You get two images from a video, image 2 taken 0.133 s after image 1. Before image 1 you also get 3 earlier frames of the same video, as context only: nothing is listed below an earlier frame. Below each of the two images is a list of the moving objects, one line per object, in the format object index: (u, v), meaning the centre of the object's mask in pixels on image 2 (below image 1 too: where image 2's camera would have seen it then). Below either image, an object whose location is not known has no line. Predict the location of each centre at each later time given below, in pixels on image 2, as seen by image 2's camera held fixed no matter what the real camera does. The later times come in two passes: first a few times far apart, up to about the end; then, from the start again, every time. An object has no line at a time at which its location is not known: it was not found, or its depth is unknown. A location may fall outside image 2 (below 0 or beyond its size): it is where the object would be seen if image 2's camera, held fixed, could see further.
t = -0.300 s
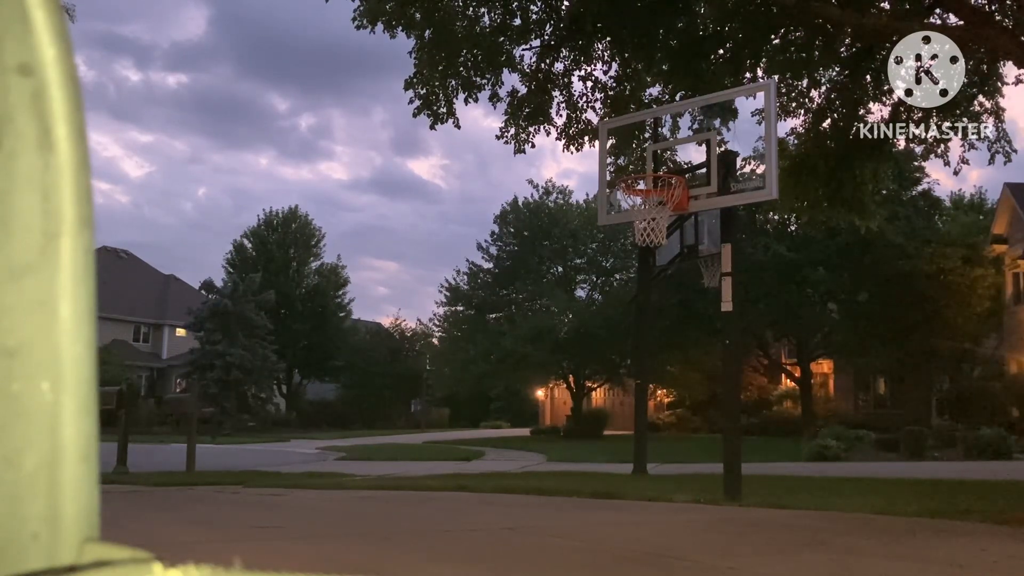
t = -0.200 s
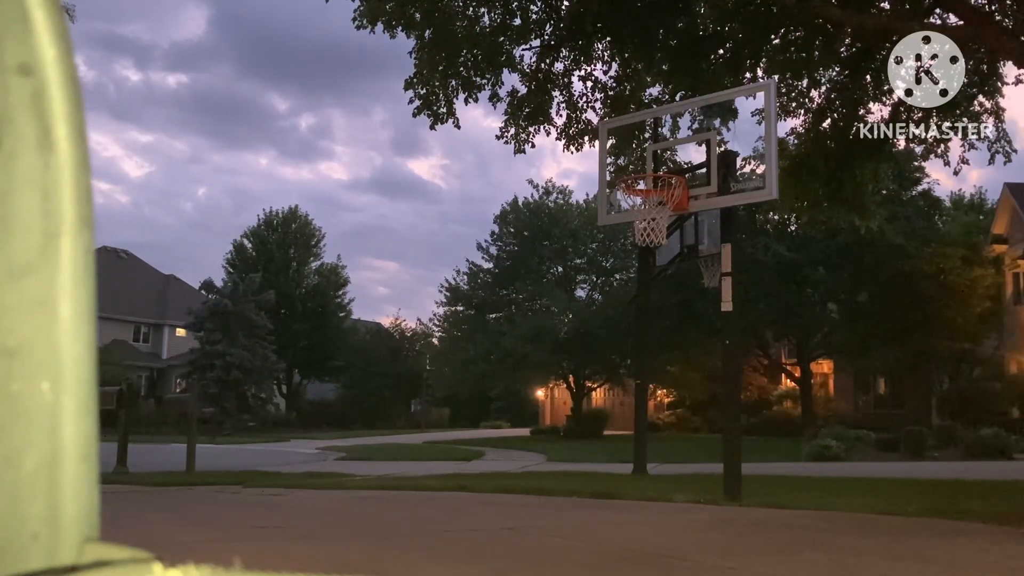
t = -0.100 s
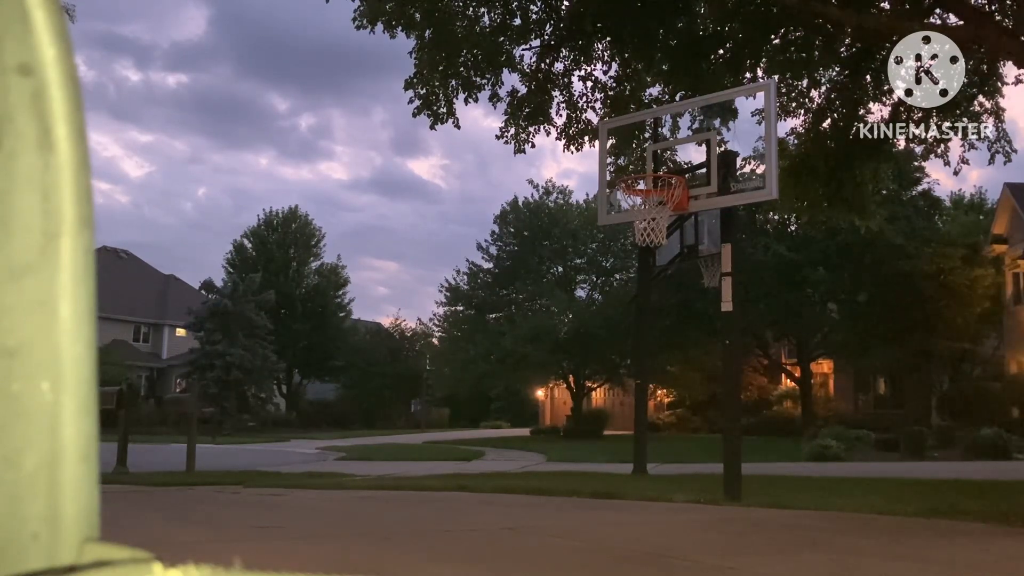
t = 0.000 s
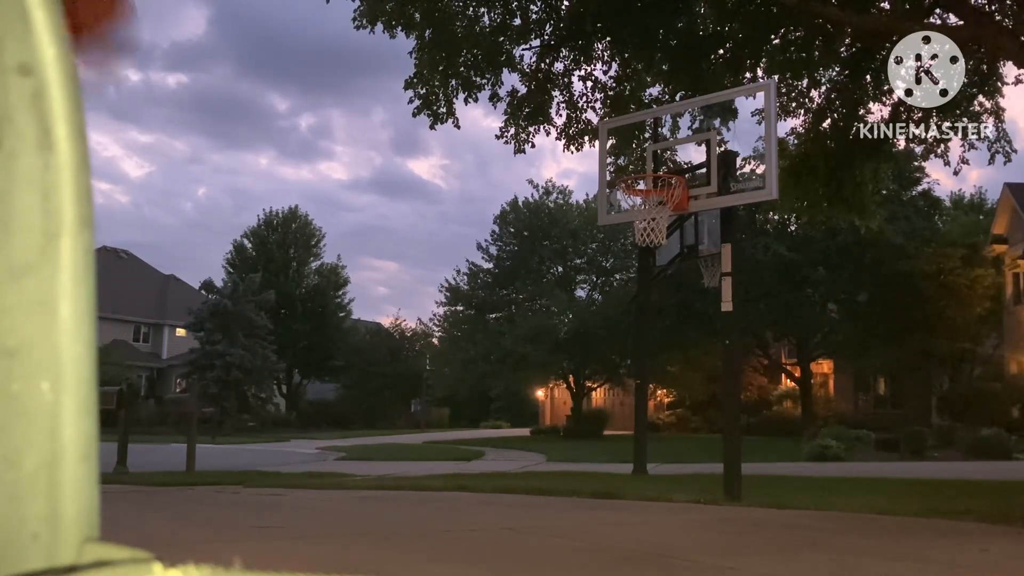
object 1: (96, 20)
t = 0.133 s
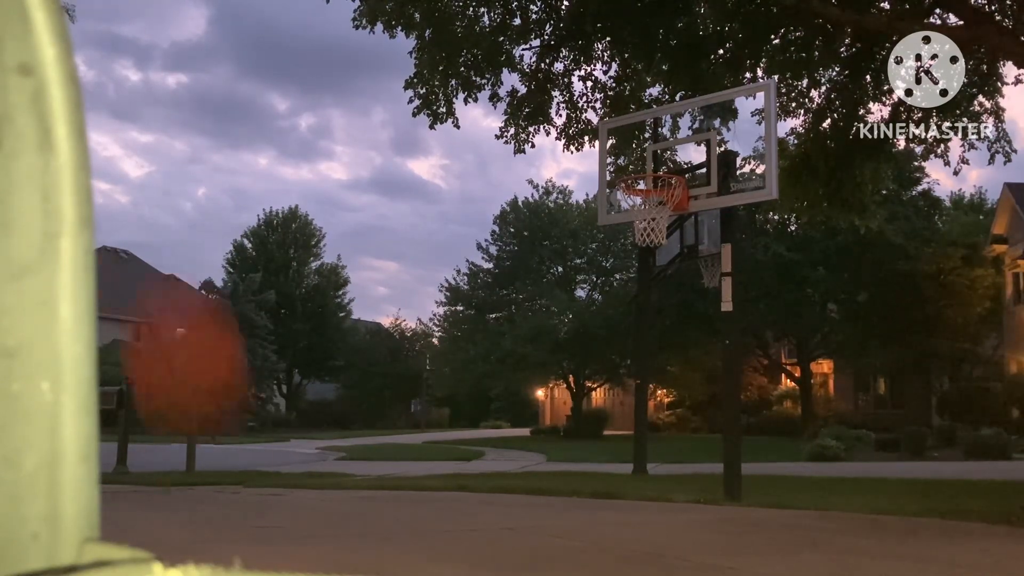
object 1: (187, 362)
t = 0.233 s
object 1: (262, 560)
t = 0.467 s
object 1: (398, 306)
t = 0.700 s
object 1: (489, 256)
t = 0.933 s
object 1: (551, 355)
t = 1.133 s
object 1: (595, 536)
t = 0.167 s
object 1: (209, 451)
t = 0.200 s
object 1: (234, 528)
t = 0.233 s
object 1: (262, 560)
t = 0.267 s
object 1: (285, 534)
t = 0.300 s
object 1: (305, 488)
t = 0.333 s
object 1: (328, 435)
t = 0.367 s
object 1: (346, 393)
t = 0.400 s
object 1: (363, 363)
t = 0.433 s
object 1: (380, 332)
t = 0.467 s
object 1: (398, 306)
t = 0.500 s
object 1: (414, 285)
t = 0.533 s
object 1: (428, 270)
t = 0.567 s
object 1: (442, 259)
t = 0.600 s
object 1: (454, 254)
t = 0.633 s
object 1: (466, 251)
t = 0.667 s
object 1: (478, 251)
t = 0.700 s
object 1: (489, 256)
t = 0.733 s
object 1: (500, 263)
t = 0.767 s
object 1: (508, 272)
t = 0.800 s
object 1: (518, 282)
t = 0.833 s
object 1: (526, 297)
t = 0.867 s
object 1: (535, 316)
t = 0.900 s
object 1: (544, 335)
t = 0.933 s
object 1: (551, 355)
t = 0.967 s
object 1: (560, 380)
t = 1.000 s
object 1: (570, 414)
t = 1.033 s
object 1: (575, 439)
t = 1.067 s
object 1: (582, 469)
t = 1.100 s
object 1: (588, 501)
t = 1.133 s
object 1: (595, 536)
